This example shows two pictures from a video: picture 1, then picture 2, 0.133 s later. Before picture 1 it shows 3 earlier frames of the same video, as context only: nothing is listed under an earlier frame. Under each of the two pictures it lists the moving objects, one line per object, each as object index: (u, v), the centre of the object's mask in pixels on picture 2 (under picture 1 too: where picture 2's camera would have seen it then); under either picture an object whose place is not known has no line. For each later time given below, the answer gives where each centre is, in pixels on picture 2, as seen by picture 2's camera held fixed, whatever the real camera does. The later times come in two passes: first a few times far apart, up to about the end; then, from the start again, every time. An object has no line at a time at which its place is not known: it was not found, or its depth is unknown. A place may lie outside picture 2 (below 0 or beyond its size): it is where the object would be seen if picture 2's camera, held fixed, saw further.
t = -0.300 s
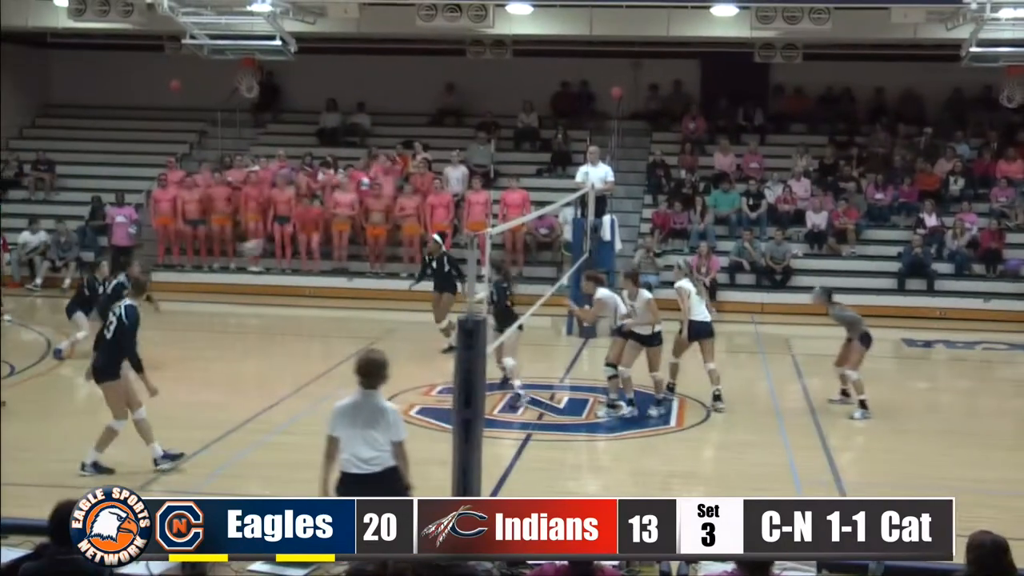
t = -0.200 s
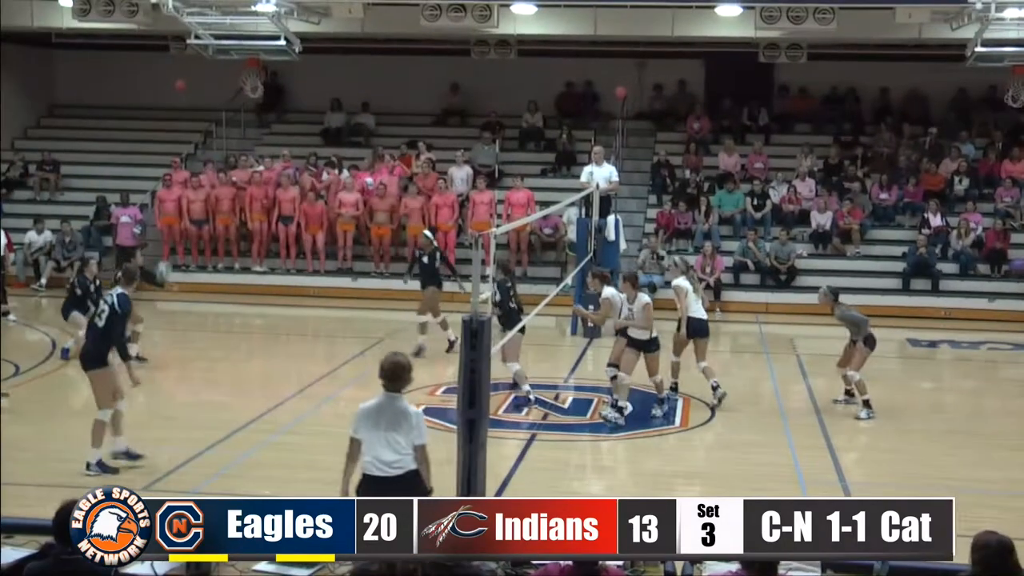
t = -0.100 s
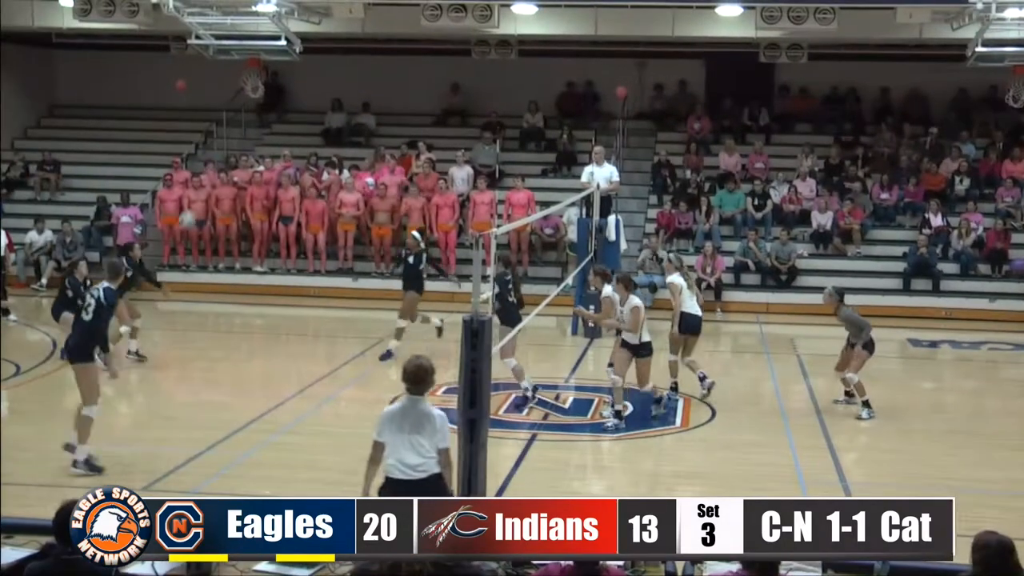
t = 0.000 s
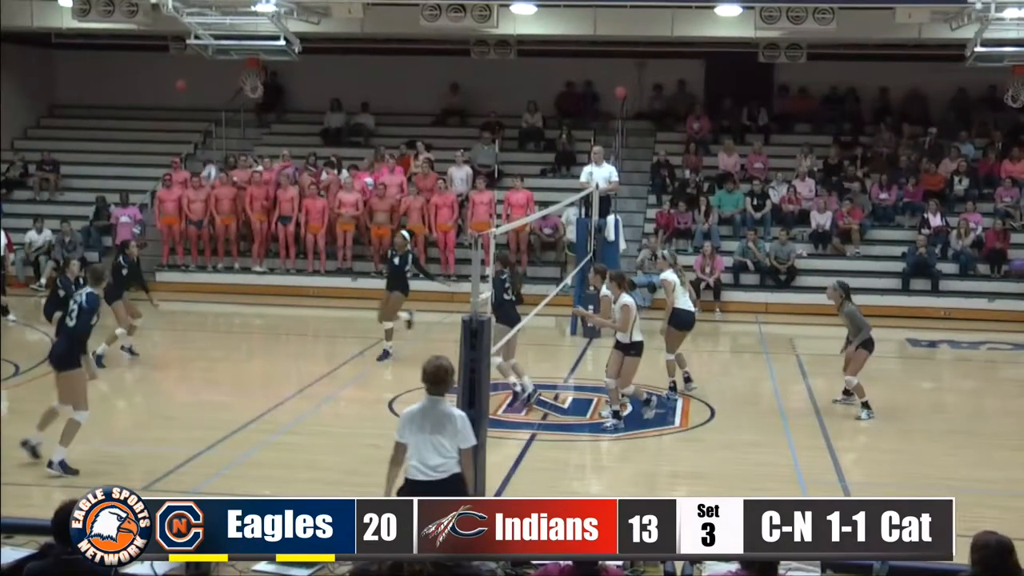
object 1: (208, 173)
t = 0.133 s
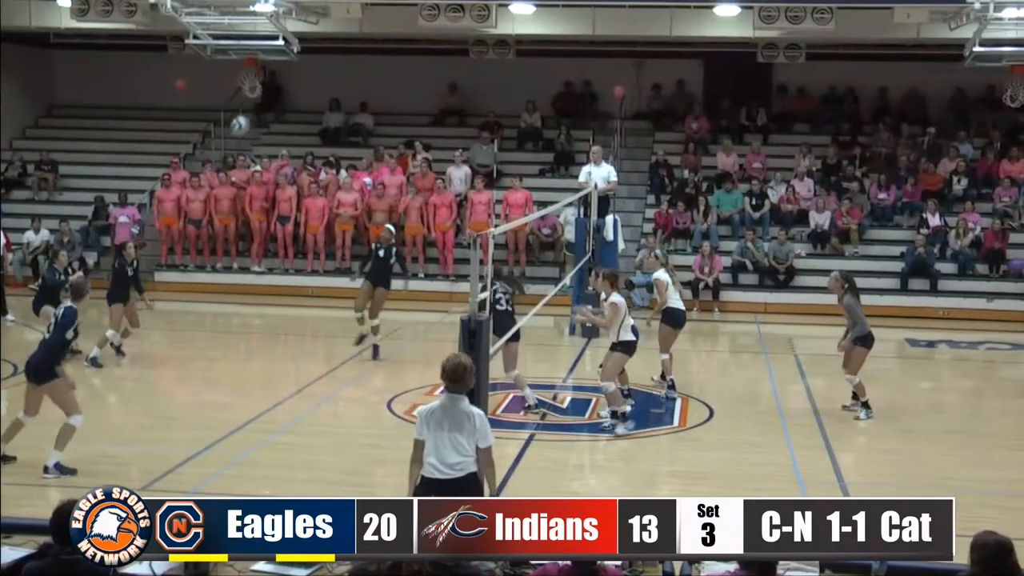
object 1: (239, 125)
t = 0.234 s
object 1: (263, 97)
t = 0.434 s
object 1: (310, 62)
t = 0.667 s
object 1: (369, 62)
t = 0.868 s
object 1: (420, 100)
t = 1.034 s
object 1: (465, 158)
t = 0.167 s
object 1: (248, 116)
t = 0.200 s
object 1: (255, 106)
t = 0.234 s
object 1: (263, 97)
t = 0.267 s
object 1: (271, 89)
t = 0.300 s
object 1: (278, 82)
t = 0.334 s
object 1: (286, 76)
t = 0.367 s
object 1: (295, 70)
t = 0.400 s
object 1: (302, 66)
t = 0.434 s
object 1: (310, 62)
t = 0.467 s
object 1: (318, 59)
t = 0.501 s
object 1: (326, 57)
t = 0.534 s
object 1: (334, 57)
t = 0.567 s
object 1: (342, 56)
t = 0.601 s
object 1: (351, 57)
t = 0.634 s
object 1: (359, 59)
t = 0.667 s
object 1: (369, 62)
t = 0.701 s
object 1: (376, 66)
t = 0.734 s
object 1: (384, 71)
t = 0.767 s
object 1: (393, 77)
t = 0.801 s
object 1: (402, 83)
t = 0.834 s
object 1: (411, 92)
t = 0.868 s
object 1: (420, 100)
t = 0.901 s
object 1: (428, 110)
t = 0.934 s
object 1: (437, 120)
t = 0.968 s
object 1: (446, 132)
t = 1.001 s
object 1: (454, 144)
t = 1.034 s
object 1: (465, 158)
